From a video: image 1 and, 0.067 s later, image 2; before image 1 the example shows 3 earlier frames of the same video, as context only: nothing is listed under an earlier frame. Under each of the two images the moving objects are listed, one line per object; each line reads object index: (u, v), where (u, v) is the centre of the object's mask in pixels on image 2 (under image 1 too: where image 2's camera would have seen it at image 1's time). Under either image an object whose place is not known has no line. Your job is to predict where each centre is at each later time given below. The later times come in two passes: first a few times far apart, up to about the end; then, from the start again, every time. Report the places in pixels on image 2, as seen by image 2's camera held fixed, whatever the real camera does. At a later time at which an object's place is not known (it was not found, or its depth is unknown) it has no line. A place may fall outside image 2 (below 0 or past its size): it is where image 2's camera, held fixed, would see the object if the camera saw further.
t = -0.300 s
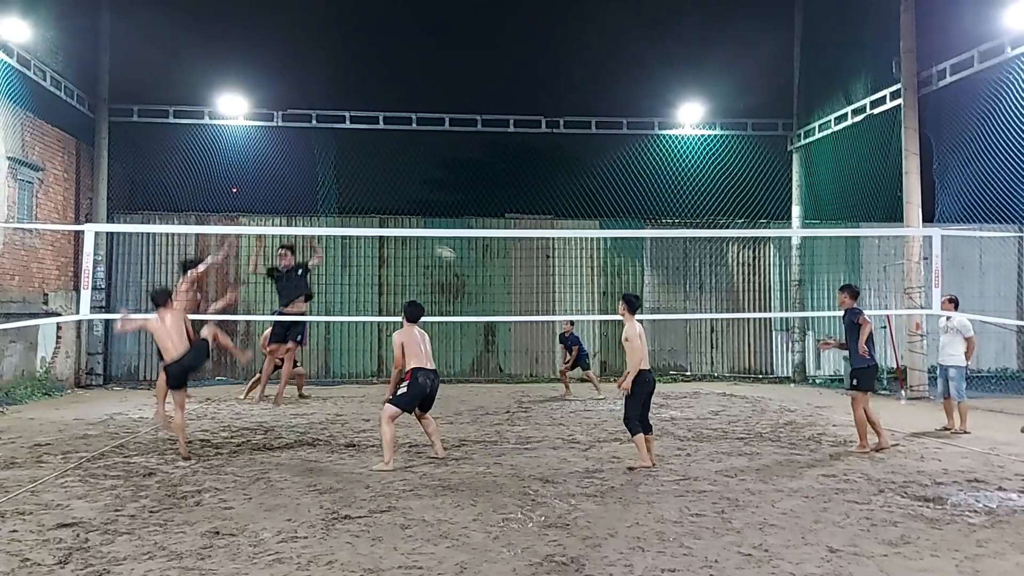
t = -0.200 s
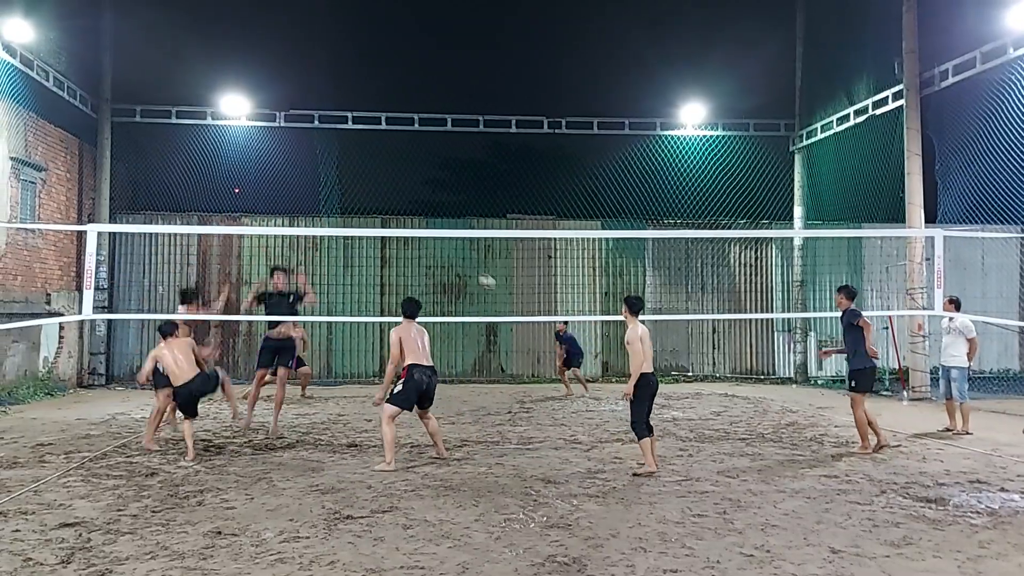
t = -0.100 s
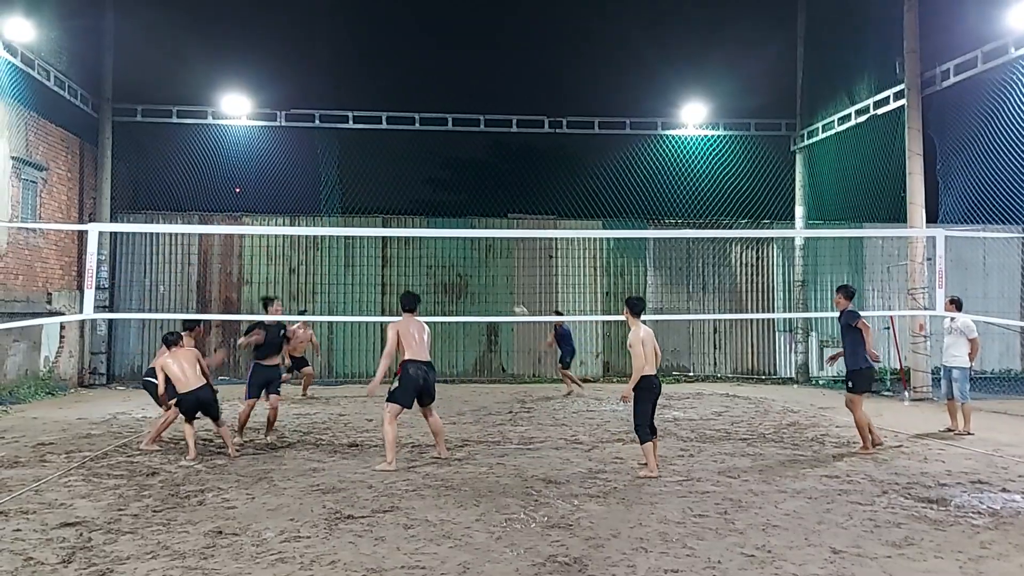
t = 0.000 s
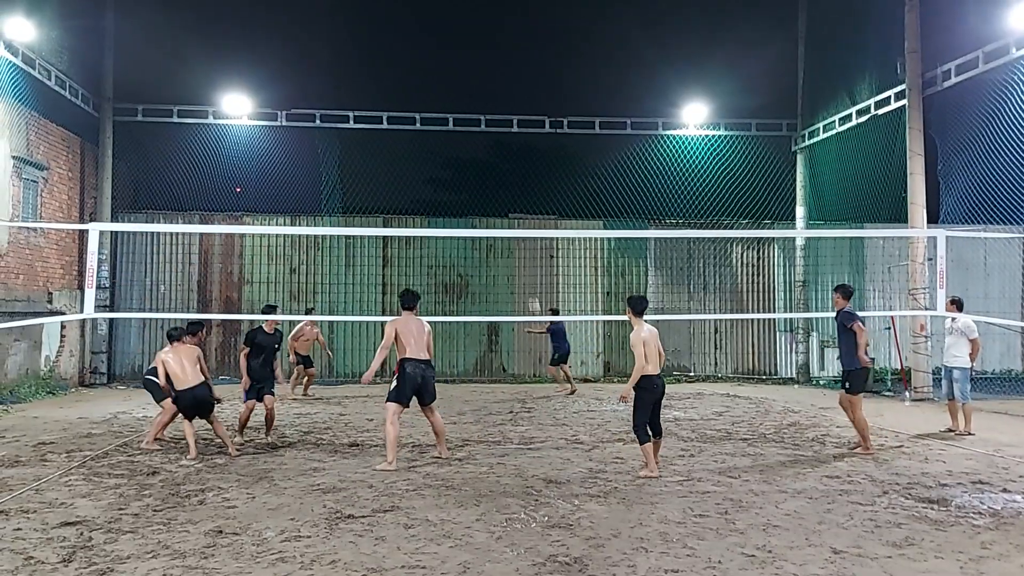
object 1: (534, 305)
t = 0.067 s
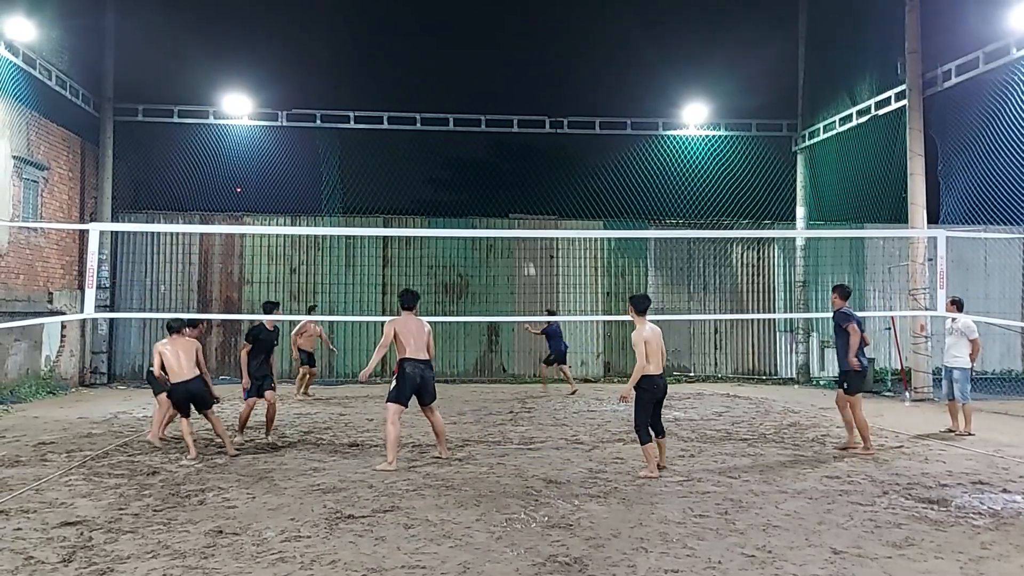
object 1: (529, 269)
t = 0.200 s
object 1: (519, 205)
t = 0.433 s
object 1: (501, 113)
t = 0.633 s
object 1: (486, 55)
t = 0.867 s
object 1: (469, 14)
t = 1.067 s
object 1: (453, 2)
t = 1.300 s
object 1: (435, 18)
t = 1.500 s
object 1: (419, 58)
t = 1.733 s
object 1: (399, 137)
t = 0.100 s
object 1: (526, 252)
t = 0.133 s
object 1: (523, 240)
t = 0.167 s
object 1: (521, 221)
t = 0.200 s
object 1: (519, 205)
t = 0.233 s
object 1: (517, 191)
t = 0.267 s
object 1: (514, 177)
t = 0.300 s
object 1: (511, 163)
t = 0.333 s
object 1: (509, 150)
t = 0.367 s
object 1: (506, 138)
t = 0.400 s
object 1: (504, 125)
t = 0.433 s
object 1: (501, 113)
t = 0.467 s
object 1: (498, 102)
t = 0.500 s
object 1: (496, 92)
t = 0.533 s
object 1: (493, 82)
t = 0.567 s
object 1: (491, 73)
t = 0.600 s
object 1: (488, 63)
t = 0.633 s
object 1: (486, 55)
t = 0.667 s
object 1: (483, 47)
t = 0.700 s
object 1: (481, 40)
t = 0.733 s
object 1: (478, 34)
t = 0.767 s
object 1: (476, 28)
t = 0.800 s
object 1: (474, 23)
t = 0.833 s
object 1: (471, 18)
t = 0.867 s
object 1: (469, 14)
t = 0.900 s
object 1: (466, 10)
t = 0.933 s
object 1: (463, 8)
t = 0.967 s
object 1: (461, 6)
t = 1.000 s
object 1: (459, 4)
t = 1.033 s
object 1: (456, 3)
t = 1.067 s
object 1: (453, 2)
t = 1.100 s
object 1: (451, 3)
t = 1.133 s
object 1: (448, 4)
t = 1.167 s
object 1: (446, 5)
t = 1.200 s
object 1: (443, 8)
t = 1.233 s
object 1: (440, 11)
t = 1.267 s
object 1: (437, 14)
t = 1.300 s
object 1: (435, 18)
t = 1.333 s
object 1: (432, 23)
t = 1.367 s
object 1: (430, 29)
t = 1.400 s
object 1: (427, 35)
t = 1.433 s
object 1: (424, 42)
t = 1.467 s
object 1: (421, 50)
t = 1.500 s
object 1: (419, 58)
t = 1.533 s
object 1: (416, 67)
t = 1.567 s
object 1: (414, 77)
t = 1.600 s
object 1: (410, 88)
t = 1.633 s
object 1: (407, 99)
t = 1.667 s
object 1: (405, 109)
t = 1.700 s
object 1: (401, 123)
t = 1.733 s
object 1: (399, 137)
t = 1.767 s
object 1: (396, 150)
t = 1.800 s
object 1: (393, 165)
